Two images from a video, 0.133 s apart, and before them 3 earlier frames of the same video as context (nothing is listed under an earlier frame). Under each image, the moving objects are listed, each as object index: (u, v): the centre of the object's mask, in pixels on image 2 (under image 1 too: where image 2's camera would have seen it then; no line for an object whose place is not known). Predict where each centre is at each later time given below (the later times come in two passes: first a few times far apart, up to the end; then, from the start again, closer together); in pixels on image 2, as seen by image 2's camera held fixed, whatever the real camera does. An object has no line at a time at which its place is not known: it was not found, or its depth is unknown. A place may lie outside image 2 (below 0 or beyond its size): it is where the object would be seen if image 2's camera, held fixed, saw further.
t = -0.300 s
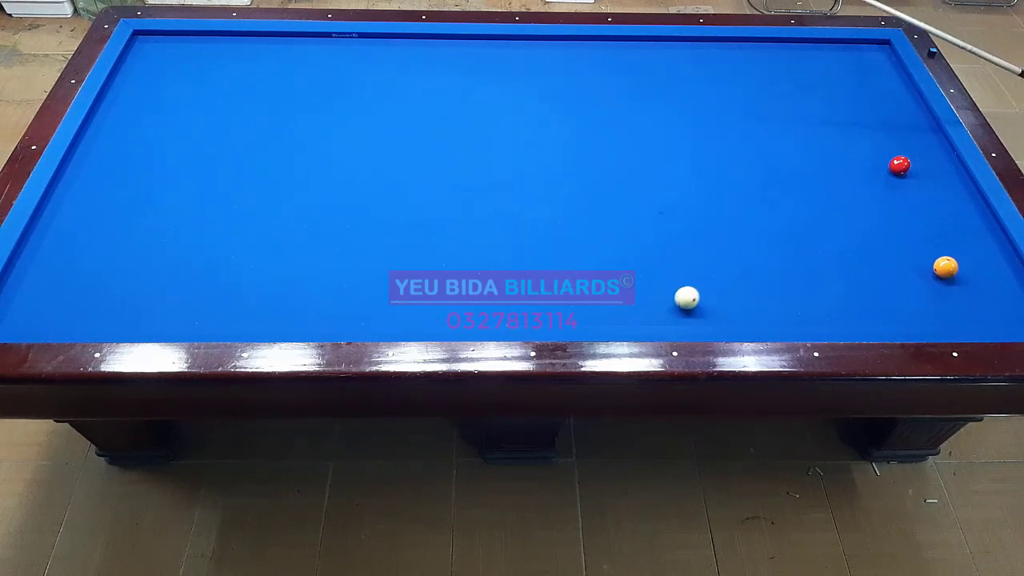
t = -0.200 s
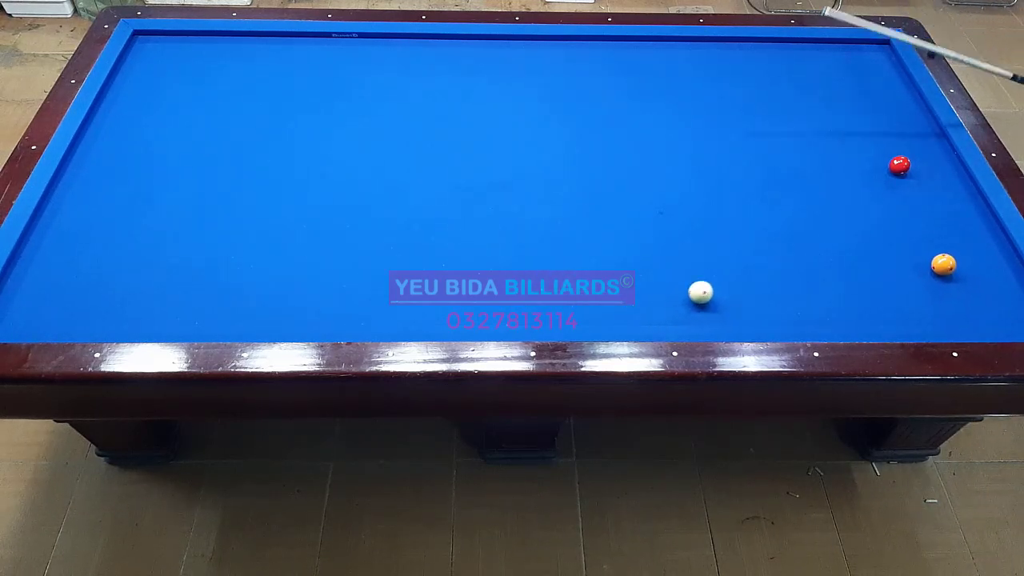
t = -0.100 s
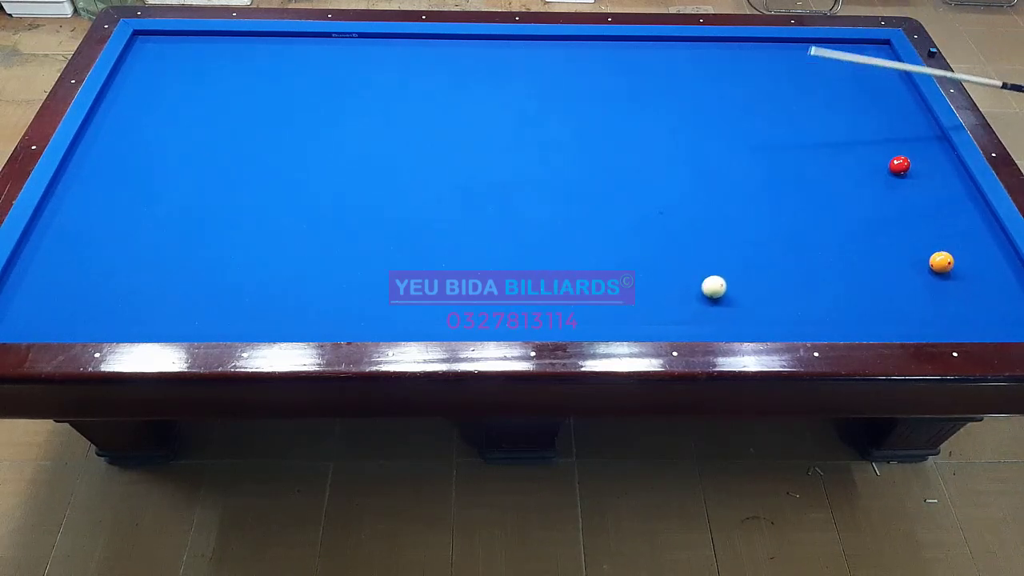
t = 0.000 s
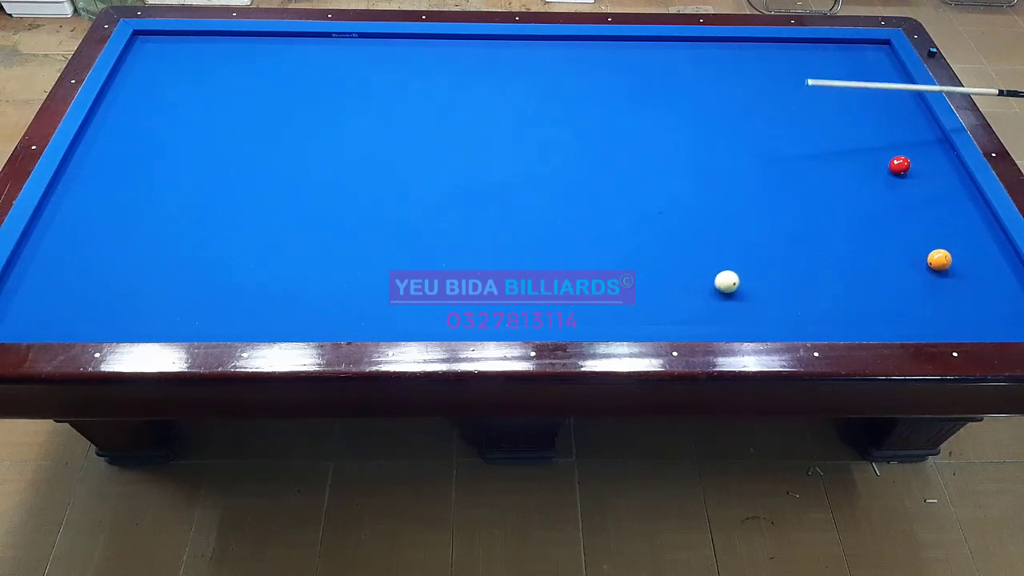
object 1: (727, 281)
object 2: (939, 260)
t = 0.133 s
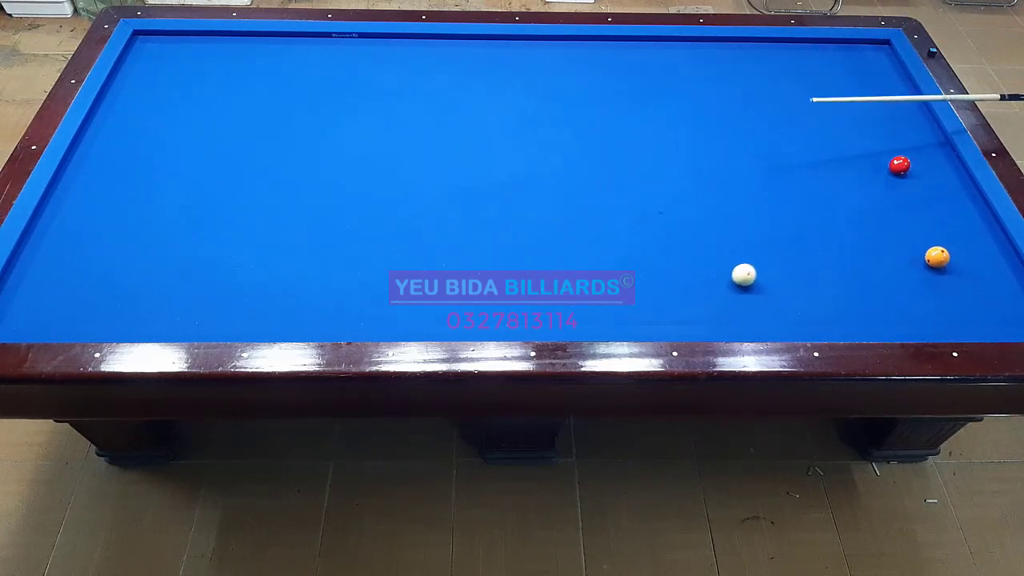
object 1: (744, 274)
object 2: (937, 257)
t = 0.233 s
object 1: (756, 269)
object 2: (935, 255)
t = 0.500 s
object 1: (787, 256)
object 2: (931, 251)
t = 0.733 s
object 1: (813, 246)
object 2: (928, 248)
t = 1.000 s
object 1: (840, 235)
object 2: (925, 245)
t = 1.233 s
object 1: (863, 226)
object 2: (924, 243)
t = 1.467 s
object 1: (885, 217)
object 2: (924, 241)
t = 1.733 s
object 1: (908, 207)
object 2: (923, 241)
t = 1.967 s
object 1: (926, 200)
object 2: (922, 241)
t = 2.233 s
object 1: (946, 191)
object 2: (922, 240)
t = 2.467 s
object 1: (963, 185)
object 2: (923, 240)
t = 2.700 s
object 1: (959, 178)
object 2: (923, 240)
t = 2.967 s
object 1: (942, 172)
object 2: (923, 240)
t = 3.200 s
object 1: (928, 166)
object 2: (923, 240)
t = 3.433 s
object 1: (917, 160)
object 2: (923, 241)
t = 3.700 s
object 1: (909, 154)
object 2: (923, 241)
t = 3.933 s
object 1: (902, 150)
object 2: (923, 241)
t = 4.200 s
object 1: (896, 146)
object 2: (923, 241)
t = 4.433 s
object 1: (891, 143)
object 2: (923, 240)
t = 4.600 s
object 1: (888, 141)
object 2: (923, 240)
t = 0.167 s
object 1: (748, 273)
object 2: (936, 257)
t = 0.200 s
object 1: (752, 271)
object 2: (935, 256)
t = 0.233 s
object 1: (756, 269)
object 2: (935, 255)
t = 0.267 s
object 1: (760, 267)
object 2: (934, 255)
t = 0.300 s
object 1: (764, 266)
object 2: (934, 254)
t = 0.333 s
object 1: (768, 264)
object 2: (933, 253)
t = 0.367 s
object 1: (772, 263)
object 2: (933, 253)
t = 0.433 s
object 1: (780, 260)
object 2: (932, 252)
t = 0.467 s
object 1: (784, 258)
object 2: (931, 251)
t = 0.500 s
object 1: (787, 256)
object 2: (931, 251)
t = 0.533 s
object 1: (791, 255)
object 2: (931, 250)
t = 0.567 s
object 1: (795, 253)
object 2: (930, 250)
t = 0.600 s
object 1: (799, 252)
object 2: (929, 249)
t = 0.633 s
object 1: (802, 251)
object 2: (929, 249)
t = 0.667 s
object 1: (806, 249)
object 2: (929, 248)
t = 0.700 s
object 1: (809, 248)
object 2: (928, 248)
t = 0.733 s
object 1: (813, 246)
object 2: (928, 248)
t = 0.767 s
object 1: (816, 245)
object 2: (928, 247)
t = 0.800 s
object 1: (820, 243)
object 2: (927, 247)
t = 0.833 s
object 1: (823, 242)
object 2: (927, 246)
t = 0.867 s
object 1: (827, 240)
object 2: (927, 246)
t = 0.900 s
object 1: (830, 239)
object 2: (926, 246)
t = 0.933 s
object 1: (834, 238)
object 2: (926, 245)
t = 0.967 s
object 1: (837, 236)
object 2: (926, 245)
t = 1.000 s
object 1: (840, 235)
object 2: (925, 245)
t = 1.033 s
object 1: (844, 233)
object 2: (925, 244)
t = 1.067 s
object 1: (847, 232)
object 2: (925, 244)
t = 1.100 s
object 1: (850, 231)
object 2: (925, 244)
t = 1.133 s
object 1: (853, 230)
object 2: (925, 243)
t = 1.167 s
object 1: (857, 228)
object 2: (924, 243)
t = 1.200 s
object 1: (860, 227)
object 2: (924, 243)
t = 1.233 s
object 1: (863, 226)
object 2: (924, 243)
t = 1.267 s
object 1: (866, 225)
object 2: (924, 242)
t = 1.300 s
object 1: (869, 223)
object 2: (924, 242)
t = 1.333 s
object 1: (872, 222)
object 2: (924, 242)
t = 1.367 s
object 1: (876, 221)
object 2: (924, 242)
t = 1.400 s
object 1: (879, 219)
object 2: (924, 242)
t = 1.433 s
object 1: (882, 218)
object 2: (924, 241)
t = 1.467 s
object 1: (885, 217)
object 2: (924, 241)
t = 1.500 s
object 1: (887, 216)
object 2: (924, 241)
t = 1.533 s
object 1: (890, 215)
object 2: (924, 241)
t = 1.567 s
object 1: (893, 214)
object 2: (924, 241)
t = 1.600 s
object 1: (896, 212)
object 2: (924, 241)
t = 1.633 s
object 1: (899, 211)
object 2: (924, 241)
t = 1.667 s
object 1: (902, 210)
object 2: (924, 241)
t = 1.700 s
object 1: (905, 209)
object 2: (924, 241)
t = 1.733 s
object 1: (908, 207)
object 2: (923, 241)
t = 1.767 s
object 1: (910, 206)
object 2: (923, 241)
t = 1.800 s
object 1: (913, 205)
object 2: (923, 241)
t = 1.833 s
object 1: (916, 204)
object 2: (923, 240)
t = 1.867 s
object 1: (918, 203)
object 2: (923, 241)
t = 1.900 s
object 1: (921, 202)
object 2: (923, 240)
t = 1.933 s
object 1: (923, 201)
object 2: (923, 241)
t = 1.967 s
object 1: (926, 200)
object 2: (922, 241)
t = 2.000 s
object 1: (929, 199)
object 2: (922, 240)
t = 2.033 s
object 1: (931, 197)
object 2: (922, 240)
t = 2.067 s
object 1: (934, 196)
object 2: (922, 240)
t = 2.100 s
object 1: (936, 195)
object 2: (922, 240)
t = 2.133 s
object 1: (939, 194)
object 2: (922, 240)
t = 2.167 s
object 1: (941, 193)
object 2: (922, 240)
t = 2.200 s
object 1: (944, 192)
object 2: (922, 240)
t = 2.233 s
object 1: (946, 191)
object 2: (922, 240)
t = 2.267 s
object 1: (949, 190)
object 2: (922, 241)
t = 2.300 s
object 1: (951, 189)
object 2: (923, 240)
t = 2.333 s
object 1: (953, 188)
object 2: (923, 240)
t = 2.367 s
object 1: (956, 187)
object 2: (923, 240)
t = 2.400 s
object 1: (958, 186)
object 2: (923, 240)
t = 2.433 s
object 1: (960, 186)
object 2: (923, 240)
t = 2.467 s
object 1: (963, 185)
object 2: (923, 240)
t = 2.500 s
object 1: (965, 184)
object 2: (923, 240)
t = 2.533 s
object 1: (967, 183)
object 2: (923, 240)
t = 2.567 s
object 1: (968, 182)
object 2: (923, 240)
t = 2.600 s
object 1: (966, 181)
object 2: (923, 240)
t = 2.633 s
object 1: (963, 180)
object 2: (923, 240)
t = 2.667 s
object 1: (961, 180)
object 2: (923, 240)
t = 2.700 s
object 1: (959, 178)
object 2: (923, 240)
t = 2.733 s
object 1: (957, 177)
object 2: (923, 240)
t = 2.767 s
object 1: (955, 177)
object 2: (923, 240)
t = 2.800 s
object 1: (952, 176)
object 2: (923, 241)
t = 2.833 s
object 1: (950, 175)
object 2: (923, 240)
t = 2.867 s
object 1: (948, 174)
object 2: (923, 240)
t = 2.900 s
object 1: (946, 173)
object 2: (923, 240)
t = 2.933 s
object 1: (944, 172)
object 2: (923, 240)
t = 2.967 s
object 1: (942, 172)
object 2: (923, 240)
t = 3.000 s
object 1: (940, 171)
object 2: (923, 240)
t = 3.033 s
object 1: (938, 170)
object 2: (923, 240)
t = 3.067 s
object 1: (936, 169)
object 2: (923, 240)
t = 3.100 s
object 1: (934, 168)
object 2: (923, 240)
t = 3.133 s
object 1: (932, 168)
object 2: (923, 240)
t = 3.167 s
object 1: (930, 167)
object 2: (923, 240)
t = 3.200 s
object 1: (928, 166)
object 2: (923, 240)
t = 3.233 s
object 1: (927, 165)
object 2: (923, 240)
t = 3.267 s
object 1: (925, 165)
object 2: (923, 240)
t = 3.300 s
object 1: (923, 164)
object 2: (923, 241)
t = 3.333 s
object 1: (921, 163)
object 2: (923, 241)
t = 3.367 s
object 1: (920, 162)
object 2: (923, 241)
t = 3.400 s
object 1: (918, 161)
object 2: (923, 241)
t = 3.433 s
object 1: (917, 160)
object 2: (923, 241)
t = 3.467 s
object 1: (916, 160)
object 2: (923, 241)
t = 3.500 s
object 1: (915, 159)
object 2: (923, 241)
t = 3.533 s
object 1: (914, 158)
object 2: (923, 241)
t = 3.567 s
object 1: (913, 157)
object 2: (923, 241)
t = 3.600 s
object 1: (912, 156)
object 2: (923, 241)
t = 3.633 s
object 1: (911, 156)
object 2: (923, 241)
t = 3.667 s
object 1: (910, 155)
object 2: (923, 241)
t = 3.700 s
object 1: (909, 154)
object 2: (923, 241)
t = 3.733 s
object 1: (908, 154)
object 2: (923, 241)
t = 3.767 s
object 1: (907, 153)
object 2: (923, 241)
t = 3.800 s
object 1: (906, 152)
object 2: (923, 241)
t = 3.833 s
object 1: (905, 152)
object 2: (923, 241)
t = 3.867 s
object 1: (904, 151)
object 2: (923, 241)
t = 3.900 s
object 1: (903, 151)
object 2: (923, 241)
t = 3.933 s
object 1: (902, 150)
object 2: (923, 241)
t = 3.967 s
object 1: (901, 150)
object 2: (923, 241)
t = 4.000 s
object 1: (900, 149)
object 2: (923, 241)
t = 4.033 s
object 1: (900, 149)
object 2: (923, 241)
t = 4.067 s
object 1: (899, 148)
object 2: (923, 241)
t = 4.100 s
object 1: (898, 148)
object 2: (923, 241)
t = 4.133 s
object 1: (897, 147)
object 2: (923, 241)
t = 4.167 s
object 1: (896, 147)
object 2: (923, 241)
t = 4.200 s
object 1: (896, 146)
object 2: (923, 241)
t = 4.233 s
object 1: (895, 146)
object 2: (923, 241)
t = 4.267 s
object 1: (894, 145)
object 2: (923, 241)
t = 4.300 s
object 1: (894, 145)
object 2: (923, 241)
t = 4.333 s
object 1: (893, 144)
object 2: (923, 240)
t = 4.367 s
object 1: (893, 144)
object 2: (923, 241)
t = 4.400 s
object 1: (892, 143)
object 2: (923, 240)
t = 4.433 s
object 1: (891, 143)
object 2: (923, 240)
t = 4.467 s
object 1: (891, 142)
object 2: (923, 240)
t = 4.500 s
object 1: (890, 142)
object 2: (923, 240)
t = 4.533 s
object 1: (890, 142)
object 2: (923, 240)
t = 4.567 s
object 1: (889, 141)
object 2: (923, 240)
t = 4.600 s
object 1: (888, 141)
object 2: (923, 240)
